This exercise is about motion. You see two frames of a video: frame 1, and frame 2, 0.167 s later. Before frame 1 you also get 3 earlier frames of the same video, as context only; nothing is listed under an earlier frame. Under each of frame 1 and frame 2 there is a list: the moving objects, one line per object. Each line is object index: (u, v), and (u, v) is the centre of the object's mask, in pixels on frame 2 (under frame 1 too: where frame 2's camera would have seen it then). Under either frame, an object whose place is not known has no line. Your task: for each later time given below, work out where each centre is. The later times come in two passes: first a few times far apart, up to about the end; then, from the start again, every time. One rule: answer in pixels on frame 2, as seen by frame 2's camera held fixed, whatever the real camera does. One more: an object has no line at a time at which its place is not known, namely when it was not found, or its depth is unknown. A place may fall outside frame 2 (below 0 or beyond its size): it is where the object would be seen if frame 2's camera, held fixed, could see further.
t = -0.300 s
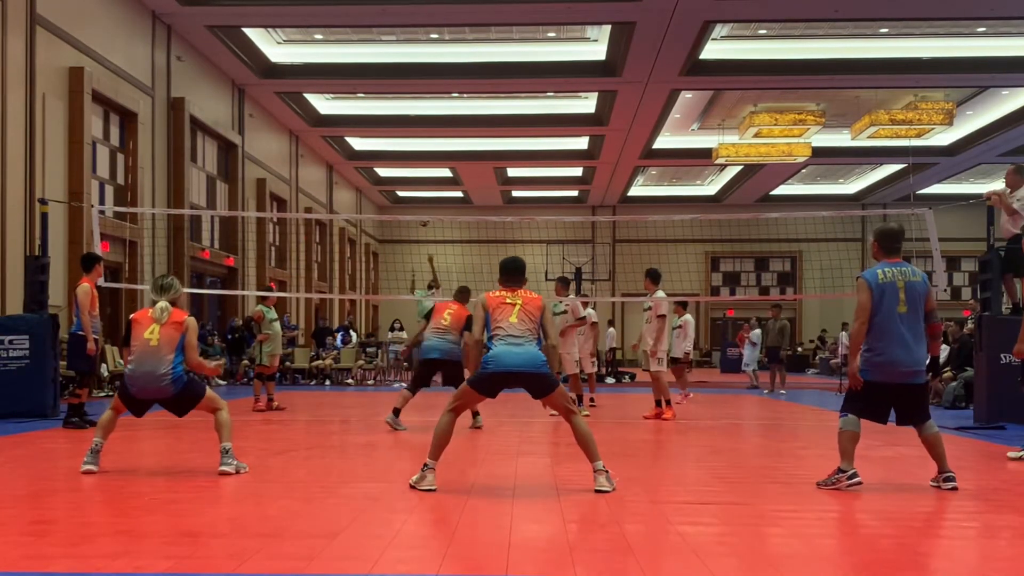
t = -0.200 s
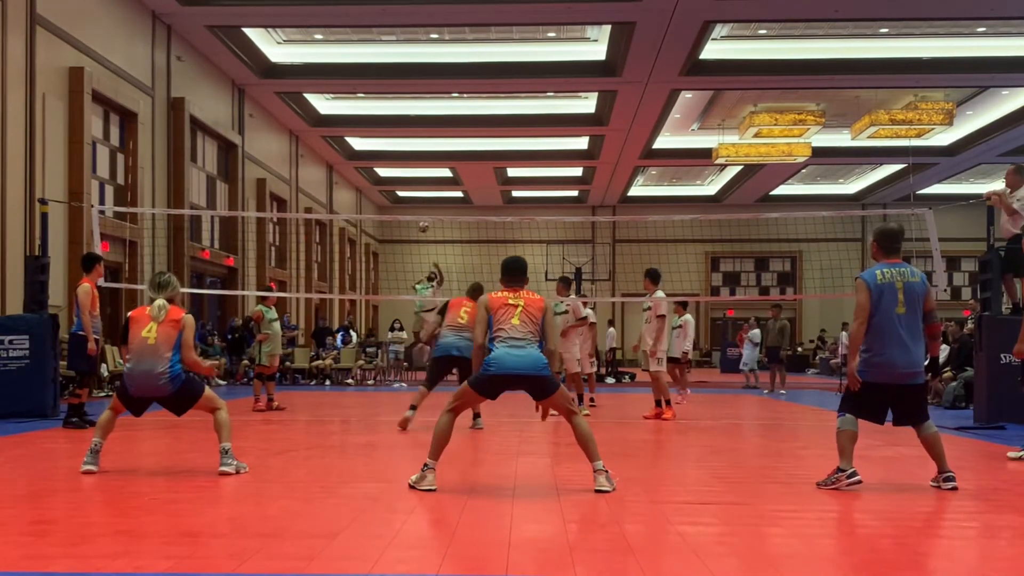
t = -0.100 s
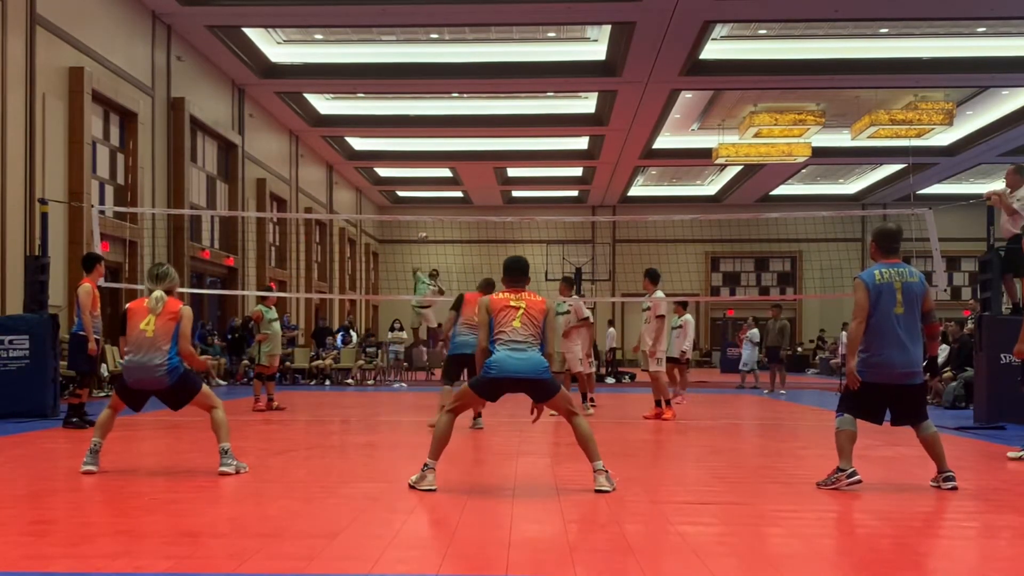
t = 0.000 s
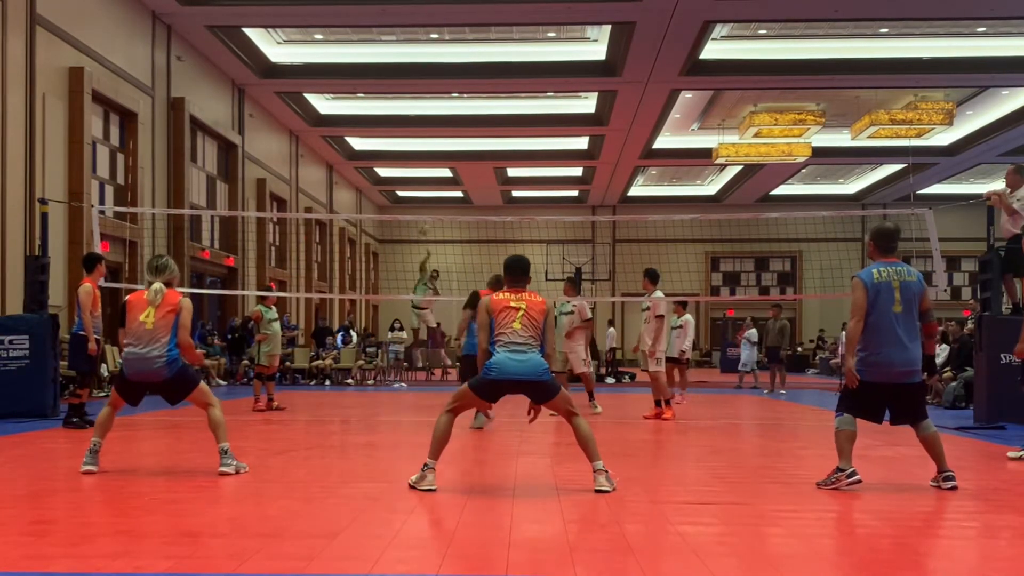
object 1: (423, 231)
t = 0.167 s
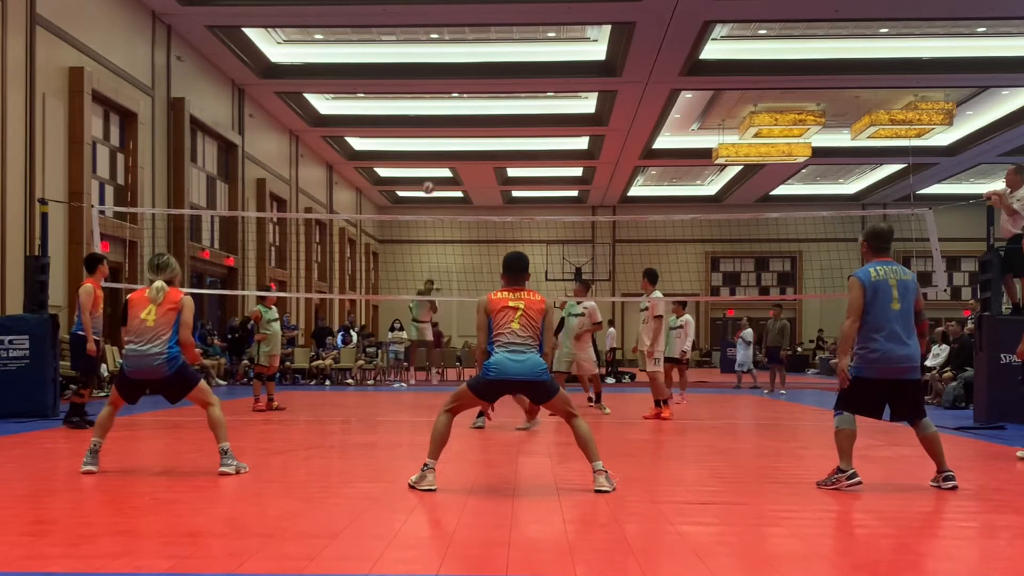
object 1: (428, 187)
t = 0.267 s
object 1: (432, 171)
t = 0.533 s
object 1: (449, 162)
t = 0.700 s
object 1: (468, 208)
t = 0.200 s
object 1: (429, 181)
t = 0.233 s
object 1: (430, 176)
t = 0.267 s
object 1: (432, 171)
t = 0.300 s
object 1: (433, 165)
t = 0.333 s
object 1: (435, 162)
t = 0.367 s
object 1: (437, 158)
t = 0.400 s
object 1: (439, 156)
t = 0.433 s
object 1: (441, 156)
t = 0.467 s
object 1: (444, 156)
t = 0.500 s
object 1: (446, 159)
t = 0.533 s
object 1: (449, 162)
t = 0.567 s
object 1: (452, 168)
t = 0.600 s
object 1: (455, 175)
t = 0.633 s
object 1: (459, 182)
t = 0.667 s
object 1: (463, 194)
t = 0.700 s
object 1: (468, 208)
